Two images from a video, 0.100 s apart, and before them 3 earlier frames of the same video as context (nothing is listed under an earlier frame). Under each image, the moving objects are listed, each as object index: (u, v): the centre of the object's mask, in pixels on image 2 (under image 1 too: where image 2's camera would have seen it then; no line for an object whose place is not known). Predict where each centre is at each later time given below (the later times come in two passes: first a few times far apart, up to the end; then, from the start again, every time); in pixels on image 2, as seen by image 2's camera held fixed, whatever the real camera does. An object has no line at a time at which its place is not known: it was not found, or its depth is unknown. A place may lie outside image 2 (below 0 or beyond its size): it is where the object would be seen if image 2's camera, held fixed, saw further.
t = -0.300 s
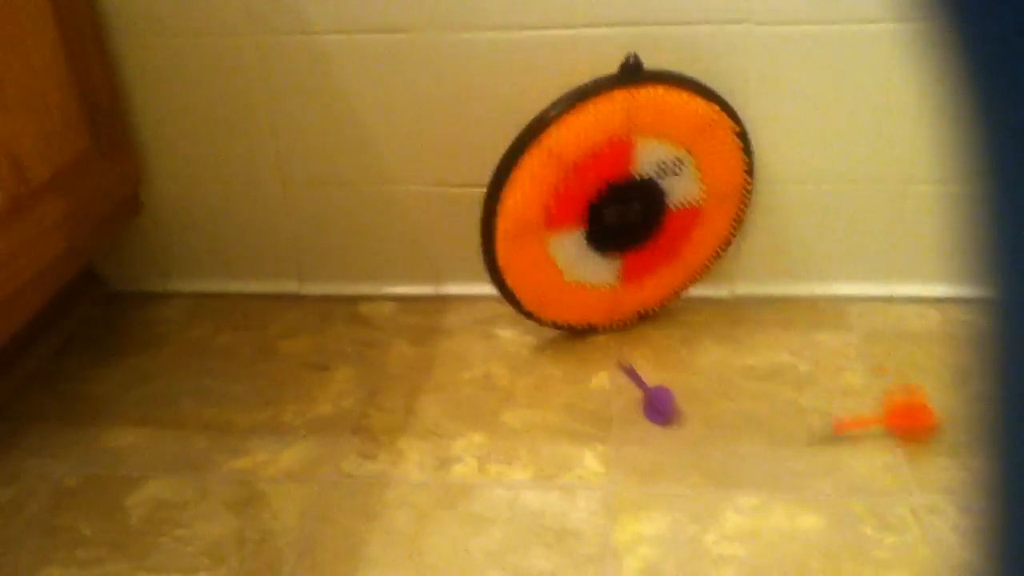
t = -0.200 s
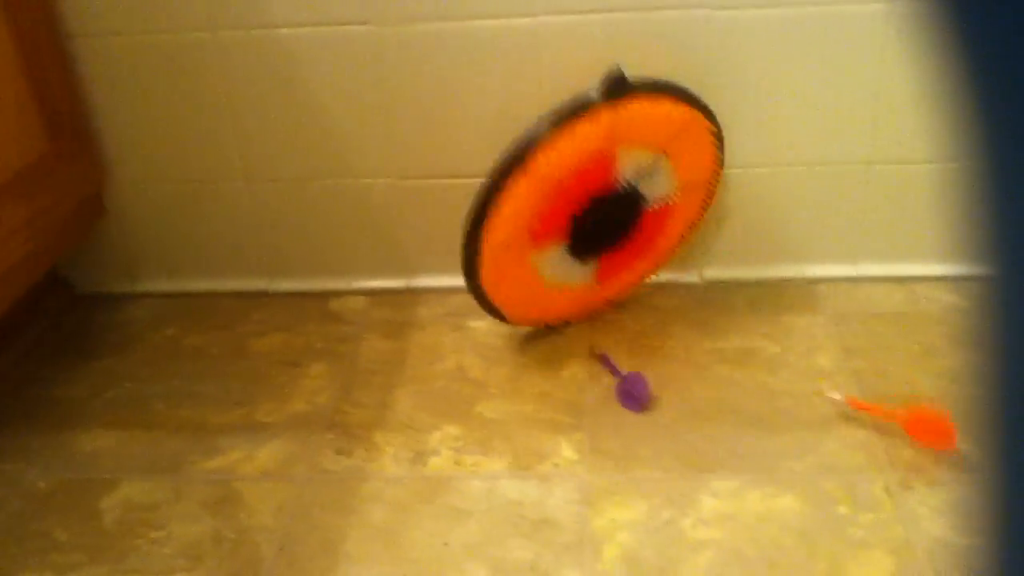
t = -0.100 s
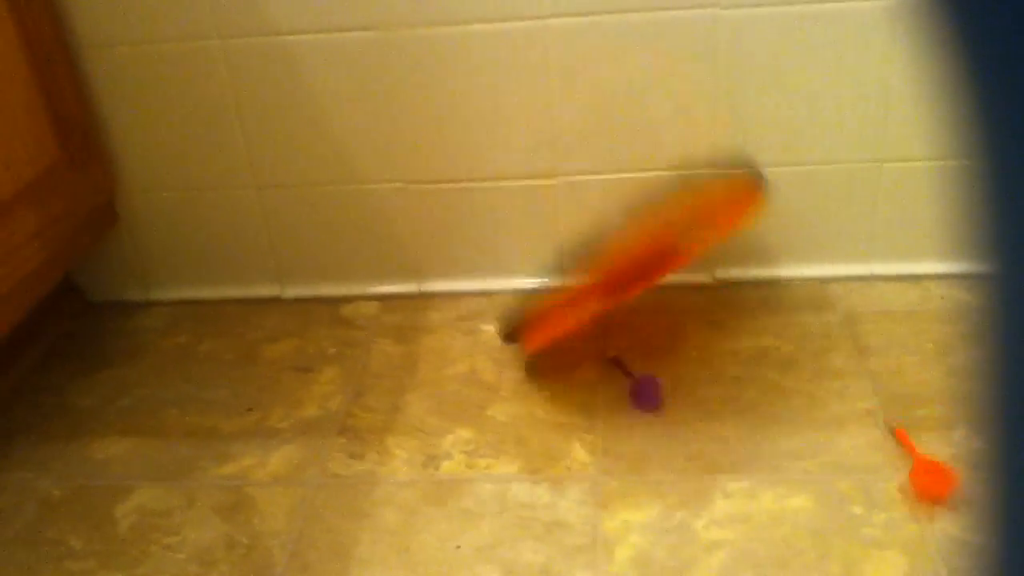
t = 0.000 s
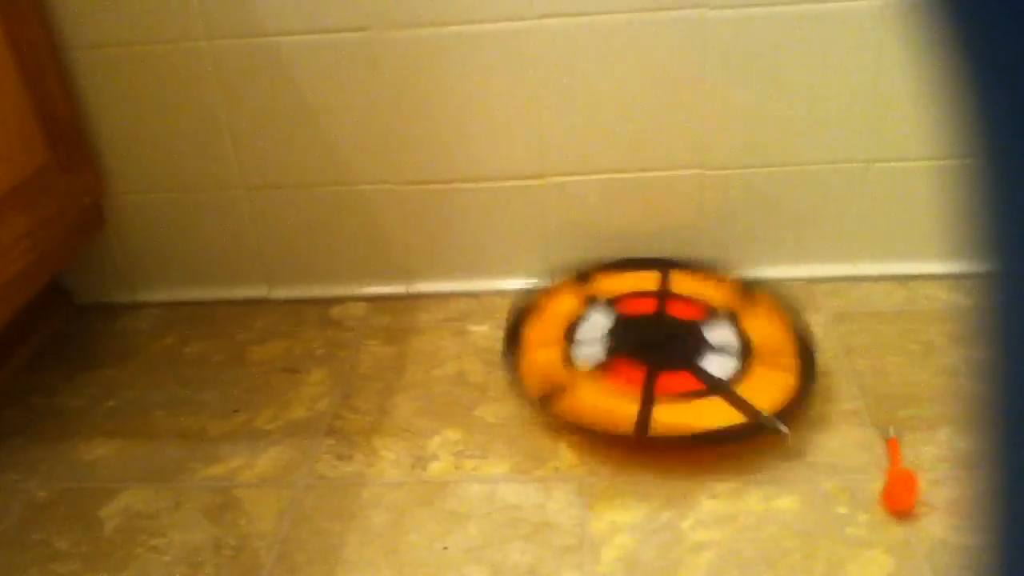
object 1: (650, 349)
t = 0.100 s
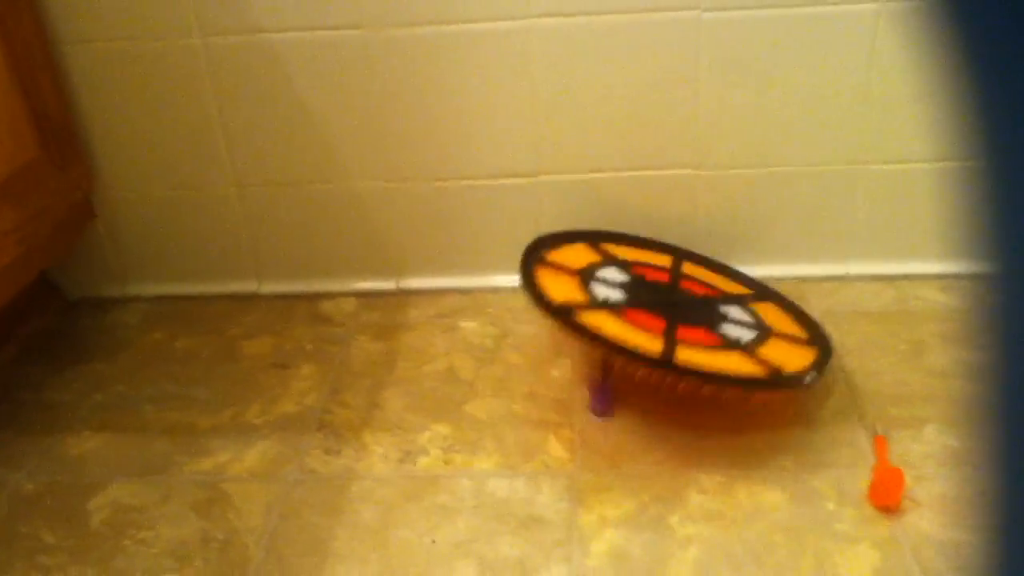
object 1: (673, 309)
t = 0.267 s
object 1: (706, 359)
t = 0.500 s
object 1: (711, 359)
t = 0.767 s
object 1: (709, 361)
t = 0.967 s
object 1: (710, 361)
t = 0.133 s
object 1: (682, 318)
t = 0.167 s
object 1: (691, 328)
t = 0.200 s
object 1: (697, 347)
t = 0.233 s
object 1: (707, 361)
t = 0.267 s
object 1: (706, 359)
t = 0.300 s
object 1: (708, 357)
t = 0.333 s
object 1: (709, 358)
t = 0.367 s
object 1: (709, 362)
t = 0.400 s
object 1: (708, 355)
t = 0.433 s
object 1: (710, 354)
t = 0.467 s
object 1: (710, 357)
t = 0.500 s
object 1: (711, 359)
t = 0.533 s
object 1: (710, 360)
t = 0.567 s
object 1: (710, 360)
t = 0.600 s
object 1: (710, 360)
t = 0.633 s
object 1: (709, 358)
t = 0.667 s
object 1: (710, 358)
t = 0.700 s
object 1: (711, 359)
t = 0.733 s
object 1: (710, 363)
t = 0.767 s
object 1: (709, 361)
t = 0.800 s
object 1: (709, 360)
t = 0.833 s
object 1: (709, 360)
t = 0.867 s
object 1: (709, 360)
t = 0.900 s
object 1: (709, 360)
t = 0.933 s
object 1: (709, 361)
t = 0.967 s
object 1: (710, 361)
